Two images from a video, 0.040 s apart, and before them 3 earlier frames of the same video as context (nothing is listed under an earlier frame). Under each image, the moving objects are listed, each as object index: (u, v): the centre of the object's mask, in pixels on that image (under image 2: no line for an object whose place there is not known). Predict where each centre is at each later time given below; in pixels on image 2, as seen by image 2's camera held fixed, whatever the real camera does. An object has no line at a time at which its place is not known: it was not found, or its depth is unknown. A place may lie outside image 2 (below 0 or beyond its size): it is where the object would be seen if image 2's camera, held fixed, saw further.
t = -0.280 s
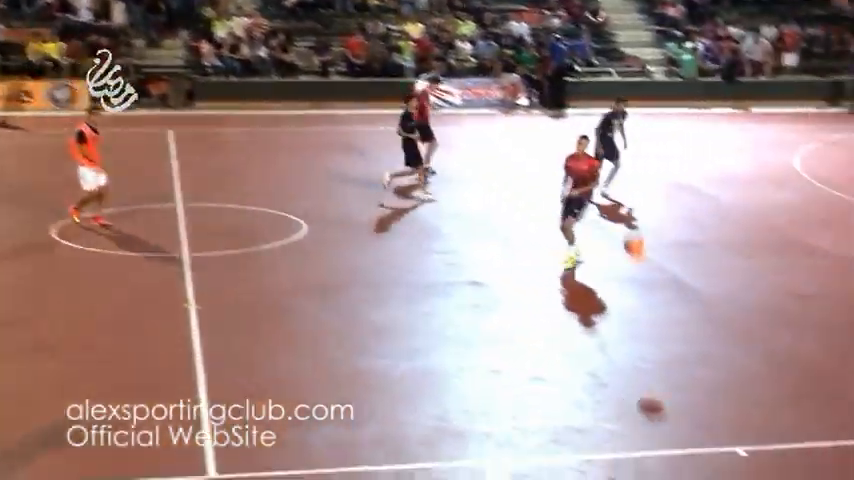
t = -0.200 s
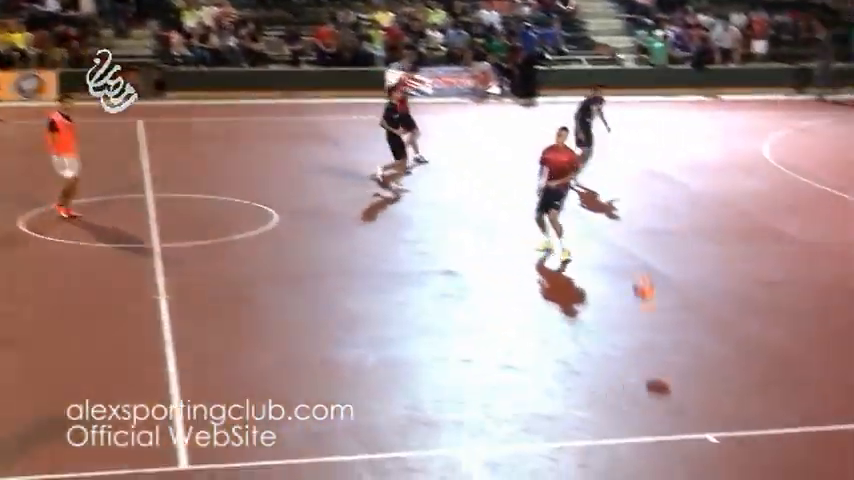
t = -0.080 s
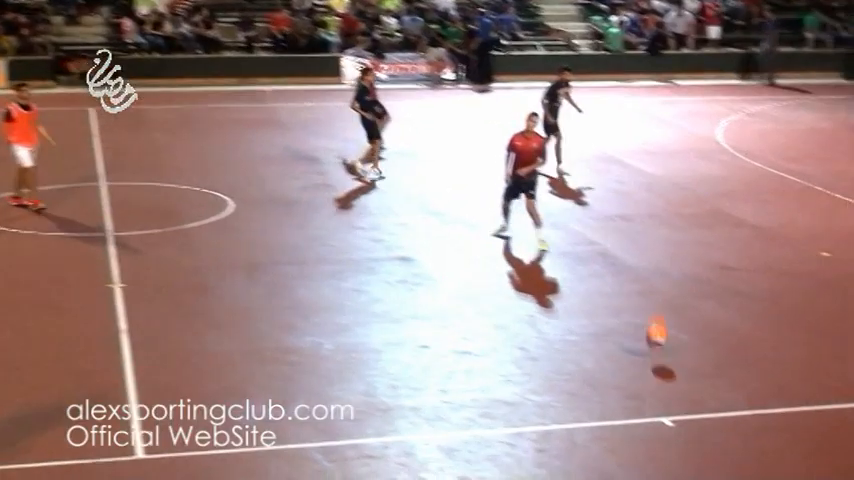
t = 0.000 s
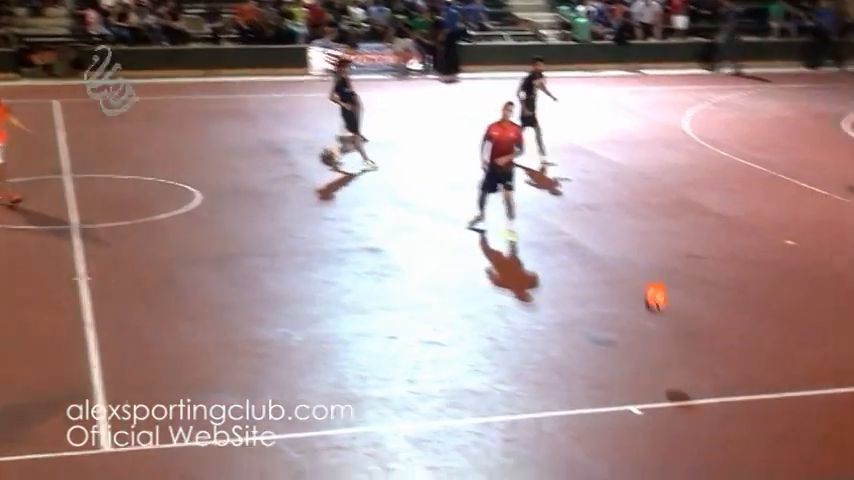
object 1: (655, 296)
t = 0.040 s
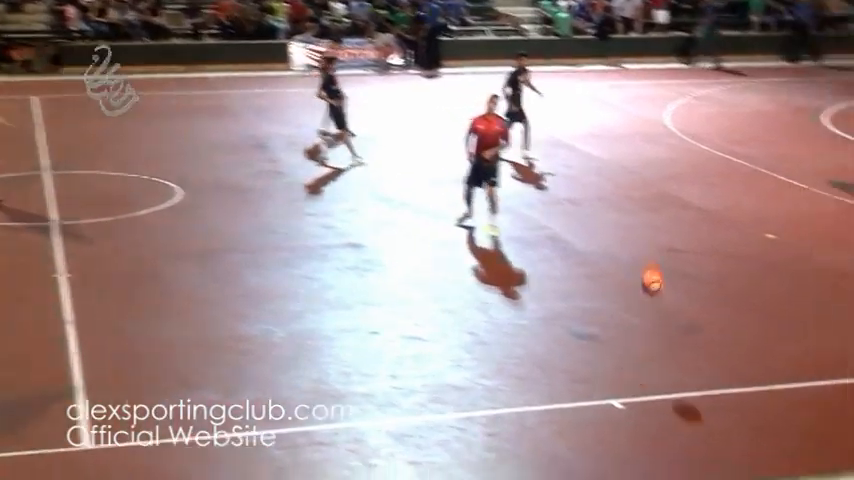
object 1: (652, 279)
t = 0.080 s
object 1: (668, 271)
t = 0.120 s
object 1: (685, 260)
